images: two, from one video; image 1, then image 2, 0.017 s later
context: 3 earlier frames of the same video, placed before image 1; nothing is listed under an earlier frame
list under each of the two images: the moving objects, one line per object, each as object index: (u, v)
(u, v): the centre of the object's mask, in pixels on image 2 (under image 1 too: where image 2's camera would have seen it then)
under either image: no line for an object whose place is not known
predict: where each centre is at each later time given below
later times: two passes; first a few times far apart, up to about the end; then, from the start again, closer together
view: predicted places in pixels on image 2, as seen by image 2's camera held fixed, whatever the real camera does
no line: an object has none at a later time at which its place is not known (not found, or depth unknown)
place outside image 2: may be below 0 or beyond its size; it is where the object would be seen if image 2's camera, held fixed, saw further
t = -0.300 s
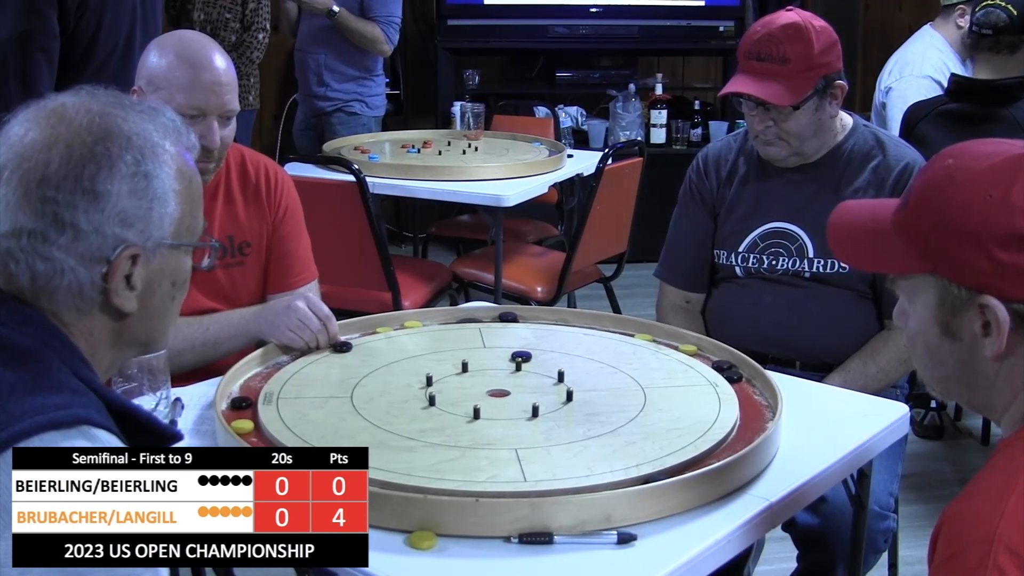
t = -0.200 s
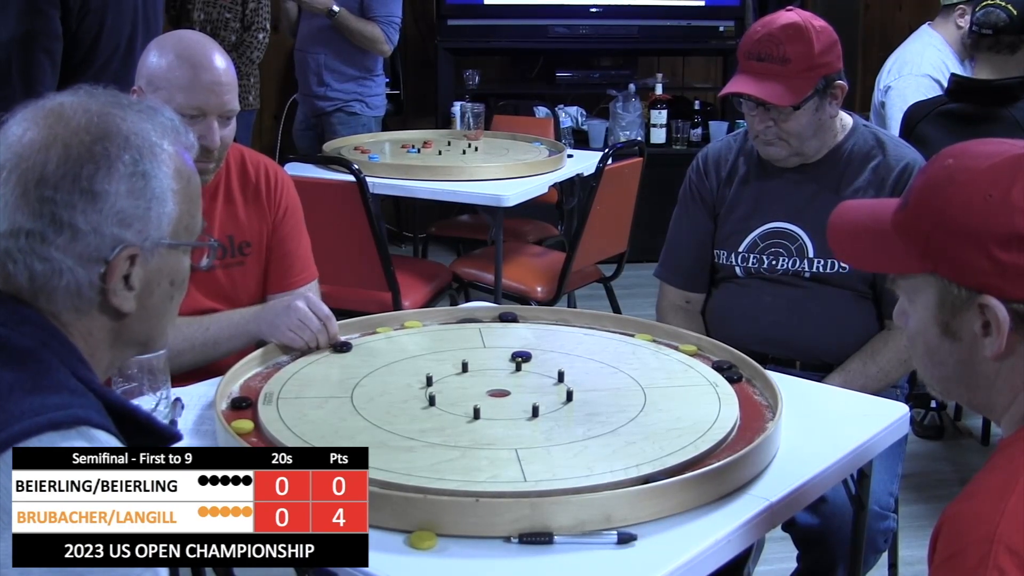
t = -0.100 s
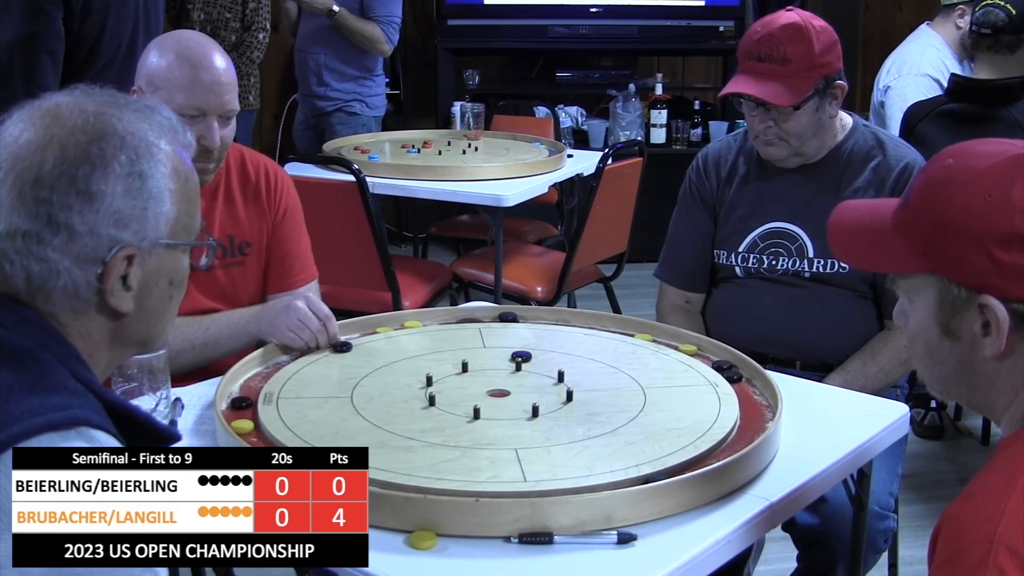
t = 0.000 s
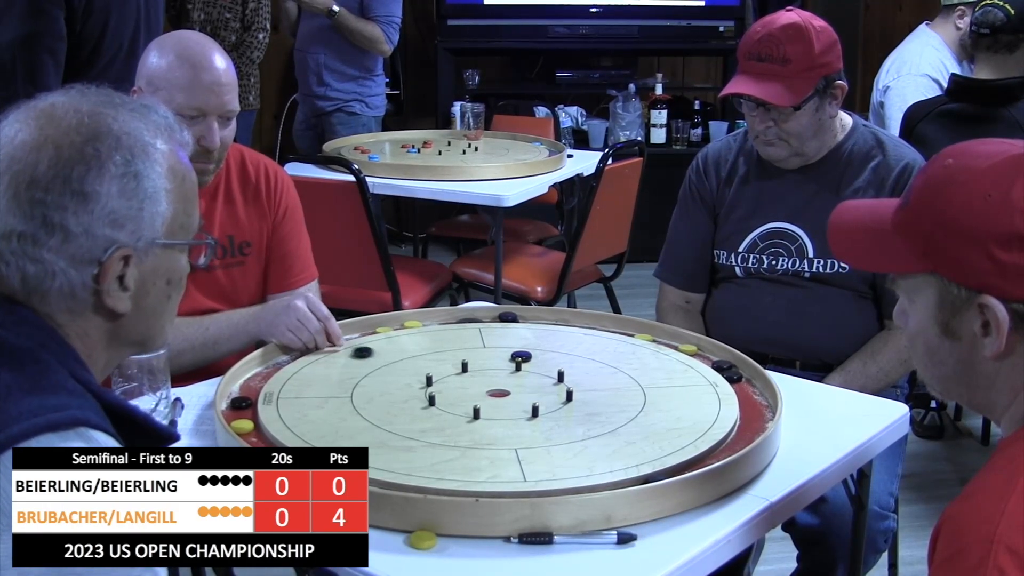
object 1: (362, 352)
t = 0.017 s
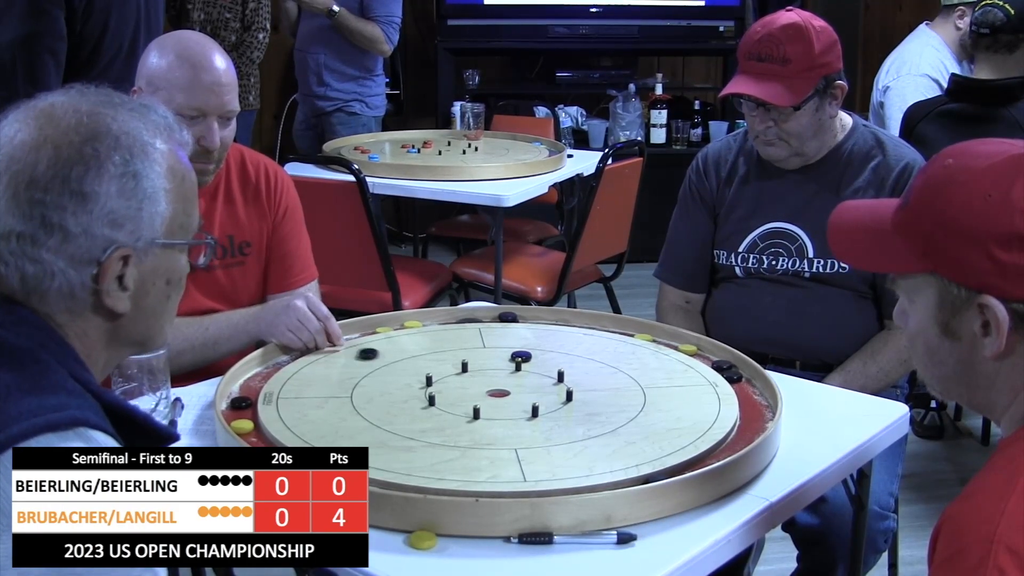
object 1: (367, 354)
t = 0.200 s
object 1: (422, 368)
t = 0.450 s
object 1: (483, 383)
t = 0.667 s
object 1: (502, 391)
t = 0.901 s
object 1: (498, 391)
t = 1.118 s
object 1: (498, 392)
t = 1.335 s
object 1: (498, 392)
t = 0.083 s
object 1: (388, 359)
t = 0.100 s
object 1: (393, 361)
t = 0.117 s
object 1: (398, 362)
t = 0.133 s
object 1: (403, 363)
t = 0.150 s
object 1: (408, 364)
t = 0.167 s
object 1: (413, 366)
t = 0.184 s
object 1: (418, 367)
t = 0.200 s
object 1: (422, 368)
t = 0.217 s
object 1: (427, 369)
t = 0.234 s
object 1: (432, 370)
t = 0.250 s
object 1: (438, 371)
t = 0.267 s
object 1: (441, 372)
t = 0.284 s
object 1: (445, 373)
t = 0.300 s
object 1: (449, 375)
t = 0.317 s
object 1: (453, 376)
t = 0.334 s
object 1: (457, 377)
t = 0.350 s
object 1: (461, 378)
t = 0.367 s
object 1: (465, 378)
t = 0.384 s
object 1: (469, 380)
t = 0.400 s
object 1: (473, 380)
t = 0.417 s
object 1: (476, 381)
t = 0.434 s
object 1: (480, 382)
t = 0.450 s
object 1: (483, 383)
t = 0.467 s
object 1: (487, 384)
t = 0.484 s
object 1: (491, 385)
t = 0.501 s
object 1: (495, 388)
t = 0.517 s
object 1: (497, 388)
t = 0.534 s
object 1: (499, 389)
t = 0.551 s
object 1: (501, 389)
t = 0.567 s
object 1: (502, 389)
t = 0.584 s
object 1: (503, 390)
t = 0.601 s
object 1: (503, 390)
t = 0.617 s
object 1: (503, 390)
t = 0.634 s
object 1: (503, 391)
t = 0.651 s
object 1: (502, 391)
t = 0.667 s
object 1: (502, 391)
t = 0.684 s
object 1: (502, 391)
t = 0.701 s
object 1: (501, 391)
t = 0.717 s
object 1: (501, 391)
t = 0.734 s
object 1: (500, 391)
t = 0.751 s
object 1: (499, 391)
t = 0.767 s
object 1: (498, 391)
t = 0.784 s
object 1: (497, 391)
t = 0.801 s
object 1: (498, 391)
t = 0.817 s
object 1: (498, 392)
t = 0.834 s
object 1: (498, 391)
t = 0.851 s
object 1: (498, 392)
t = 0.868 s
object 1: (498, 392)
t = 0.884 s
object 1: (498, 392)
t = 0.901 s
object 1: (498, 391)
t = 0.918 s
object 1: (498, 392)
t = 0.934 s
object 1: (498, 391)
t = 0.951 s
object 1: (498, 392)
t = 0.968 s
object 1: (498, 392)
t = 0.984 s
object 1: (498, 392)
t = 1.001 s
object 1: (498, 392)
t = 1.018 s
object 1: (498, 392)
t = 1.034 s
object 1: (498, 392)
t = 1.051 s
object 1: (498, 392)
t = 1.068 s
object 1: (498, 392)
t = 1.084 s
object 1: (498, 392)
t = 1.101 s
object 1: (498, 392)
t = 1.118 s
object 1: (498, 392)
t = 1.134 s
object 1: (498, 392)
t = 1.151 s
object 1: (498, 392)
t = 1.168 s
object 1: (498, 392)
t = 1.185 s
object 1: (498, 392)
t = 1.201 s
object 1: (498, 392)
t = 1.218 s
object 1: (498, 392)
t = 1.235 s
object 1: (498, 392)
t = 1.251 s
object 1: (498, 392)
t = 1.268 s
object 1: (498, 392)
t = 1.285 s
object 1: (498, 392)
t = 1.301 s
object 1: (498, 392)
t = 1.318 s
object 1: (498, 392)
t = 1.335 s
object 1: (498, 392)
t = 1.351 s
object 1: (498, 392)
